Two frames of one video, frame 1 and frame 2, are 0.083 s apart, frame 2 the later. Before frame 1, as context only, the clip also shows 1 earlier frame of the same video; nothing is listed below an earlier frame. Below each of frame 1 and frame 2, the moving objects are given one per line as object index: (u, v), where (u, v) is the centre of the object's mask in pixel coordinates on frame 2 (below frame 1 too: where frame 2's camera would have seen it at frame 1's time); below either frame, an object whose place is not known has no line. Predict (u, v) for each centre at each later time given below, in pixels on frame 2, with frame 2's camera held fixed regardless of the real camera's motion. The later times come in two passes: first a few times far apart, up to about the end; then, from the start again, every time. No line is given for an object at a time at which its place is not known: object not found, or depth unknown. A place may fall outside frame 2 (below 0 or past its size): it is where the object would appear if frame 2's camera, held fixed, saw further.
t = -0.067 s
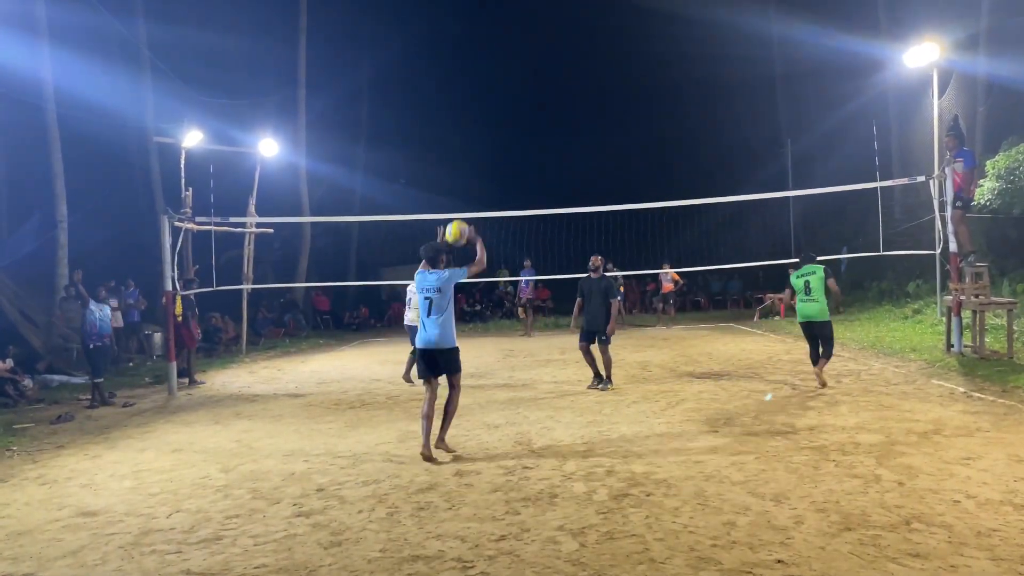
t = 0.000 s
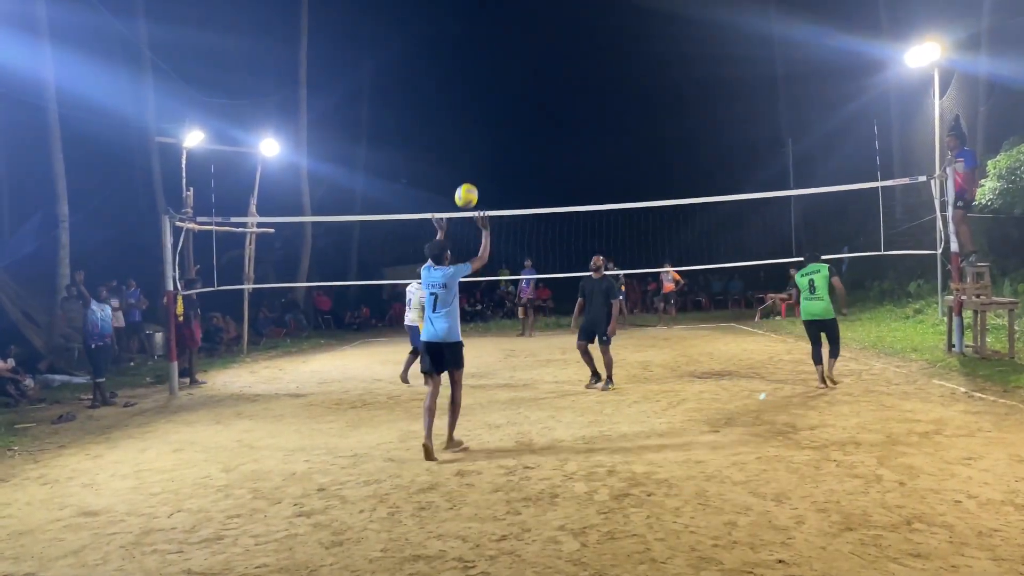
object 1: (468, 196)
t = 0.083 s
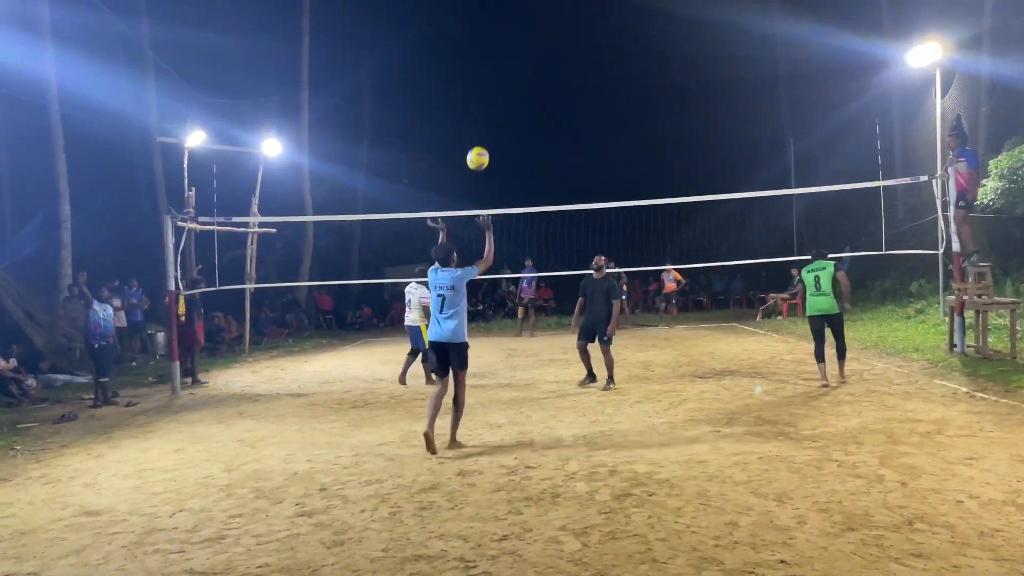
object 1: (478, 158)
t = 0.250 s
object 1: (496, 112)
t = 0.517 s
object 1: (523, 100)
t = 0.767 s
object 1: (546, 143)
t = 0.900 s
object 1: (557, 182)
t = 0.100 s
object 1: (480, 152)
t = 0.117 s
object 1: (481, 146)
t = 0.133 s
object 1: (483, 141)
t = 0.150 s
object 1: (485, 136)
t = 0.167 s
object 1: (487, 131)
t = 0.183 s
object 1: (489, 127)
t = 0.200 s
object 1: (491, 122)
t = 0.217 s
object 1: (493, 119)
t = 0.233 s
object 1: (494, 115)
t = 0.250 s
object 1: (496, 112)
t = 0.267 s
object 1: (498, 109)
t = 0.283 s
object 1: (500, 107)
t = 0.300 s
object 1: (501, 104)
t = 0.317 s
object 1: (503, 102)
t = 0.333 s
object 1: (505, 101)
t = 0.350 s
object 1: (507, 99)
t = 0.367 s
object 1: (508, 98)
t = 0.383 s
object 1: (510, 97)
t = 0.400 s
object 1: (512, 97)
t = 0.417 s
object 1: (513, 96)
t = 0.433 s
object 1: (515, 96)
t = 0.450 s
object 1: (517, 97)
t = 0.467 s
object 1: (518, 97)
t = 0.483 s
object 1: (520, 98)
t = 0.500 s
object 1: (522, 99)
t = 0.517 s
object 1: (523, 100)
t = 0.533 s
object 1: (525, 101)
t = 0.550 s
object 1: (526, 103)
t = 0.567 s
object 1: (528, 105)
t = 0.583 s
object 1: (530, 107)
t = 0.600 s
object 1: (531, 109)
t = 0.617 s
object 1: (533, 112)
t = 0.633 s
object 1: (534, 114)
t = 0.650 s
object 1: (536, 117)
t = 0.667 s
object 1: (537, 120)
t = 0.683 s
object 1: (539, 123)
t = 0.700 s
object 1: (540, 127)
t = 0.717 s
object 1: (542, 131)
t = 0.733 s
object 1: (543, 134)
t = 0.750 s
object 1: (544, 138)
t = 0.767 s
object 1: (546, 143)
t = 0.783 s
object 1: (547, 147)
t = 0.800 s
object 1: (549, 152)
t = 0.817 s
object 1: (550, 156)
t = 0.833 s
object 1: (552, 161)
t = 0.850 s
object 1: (553, 166)
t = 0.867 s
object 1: (554, 172)
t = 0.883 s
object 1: (556, 177)
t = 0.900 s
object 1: (557, 182)
